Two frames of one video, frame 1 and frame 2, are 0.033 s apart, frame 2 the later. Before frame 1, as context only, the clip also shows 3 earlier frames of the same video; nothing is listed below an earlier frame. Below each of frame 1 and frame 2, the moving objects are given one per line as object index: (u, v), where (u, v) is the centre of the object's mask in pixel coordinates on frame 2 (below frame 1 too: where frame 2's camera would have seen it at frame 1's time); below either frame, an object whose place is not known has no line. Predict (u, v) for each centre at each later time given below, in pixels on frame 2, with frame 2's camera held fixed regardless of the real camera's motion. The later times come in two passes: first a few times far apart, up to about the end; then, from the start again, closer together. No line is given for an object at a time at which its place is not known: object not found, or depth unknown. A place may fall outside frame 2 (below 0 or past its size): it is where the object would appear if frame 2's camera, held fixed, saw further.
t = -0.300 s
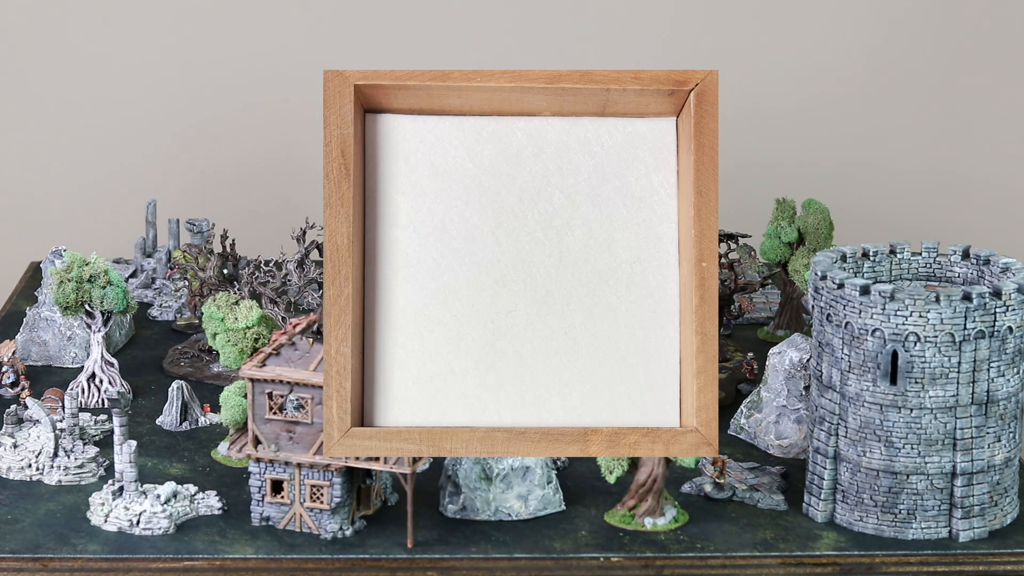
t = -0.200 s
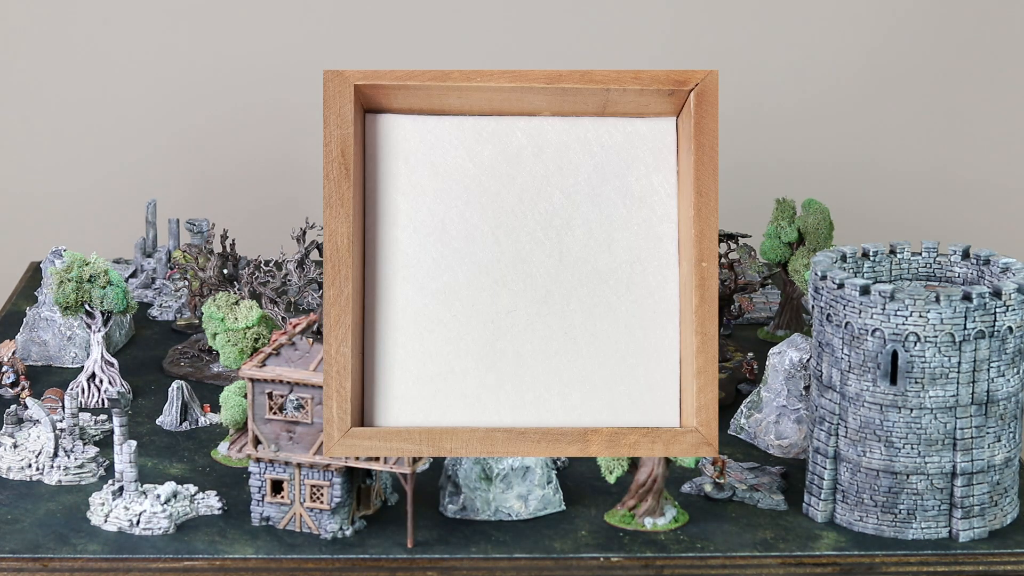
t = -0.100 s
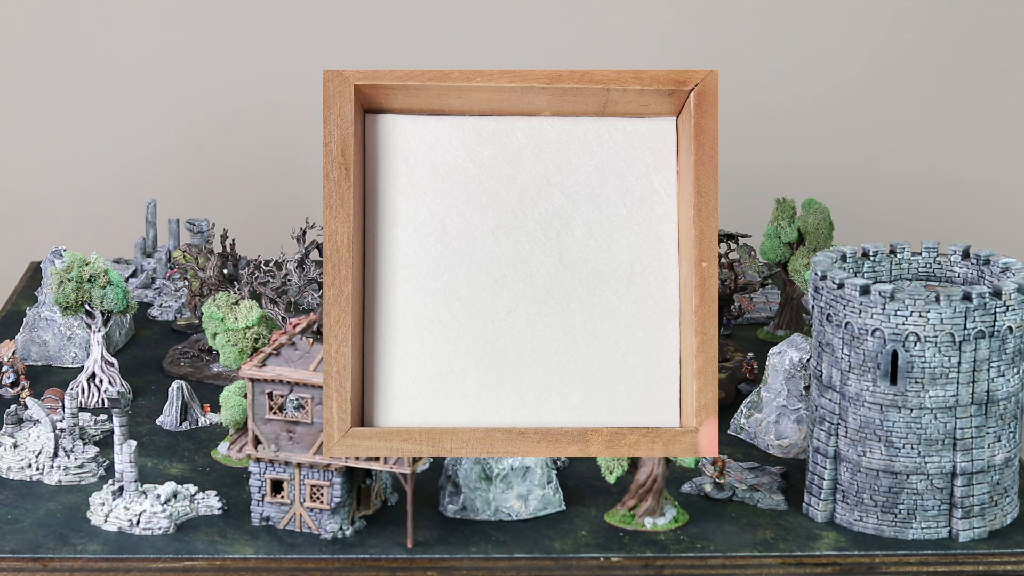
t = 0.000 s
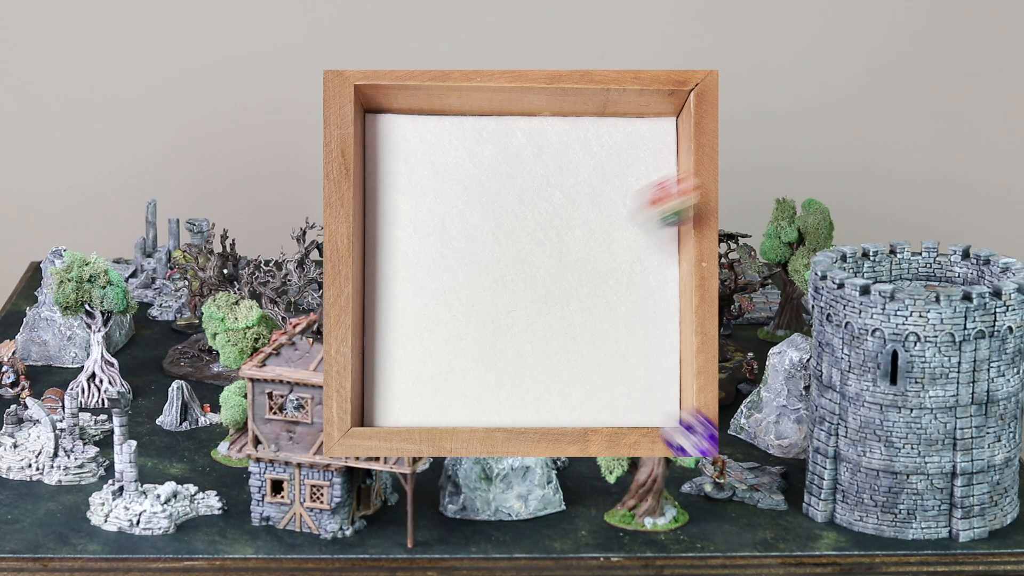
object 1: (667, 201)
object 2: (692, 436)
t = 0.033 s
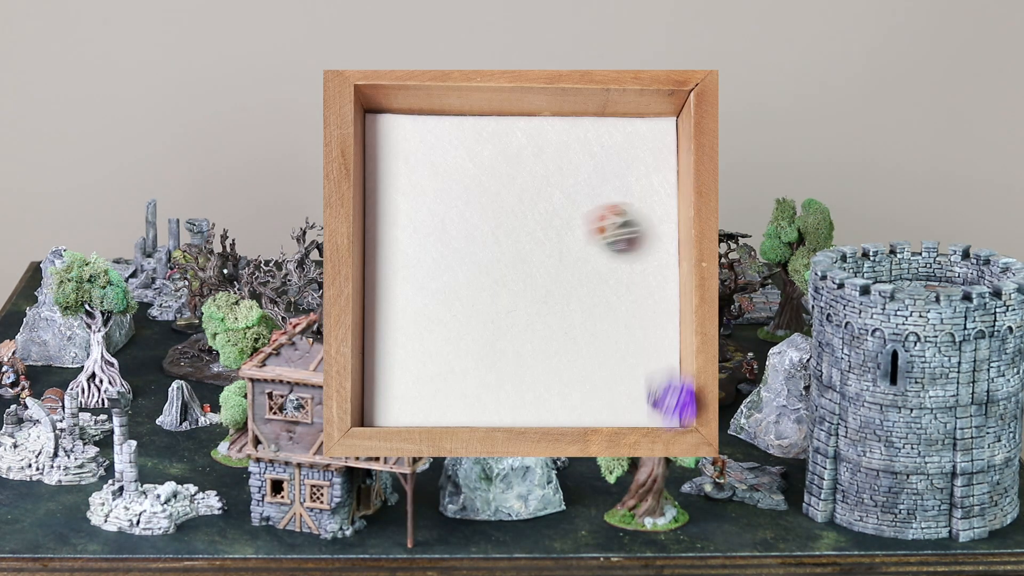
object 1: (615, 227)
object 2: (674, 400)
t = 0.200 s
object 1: (386, 280)
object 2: (665, 188)
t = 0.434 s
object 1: (433, 336)
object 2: (620, 200)
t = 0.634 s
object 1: (474, 322)
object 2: (605, 264)
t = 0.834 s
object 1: (474, 321)
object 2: (600, 267)
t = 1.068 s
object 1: (474, 321)
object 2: (600, 267)
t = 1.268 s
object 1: (474, 321)
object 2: (600, 267)
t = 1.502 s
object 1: (474, 321)
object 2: (600, 267)
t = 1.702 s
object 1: (474, 321)
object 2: (600, 267)
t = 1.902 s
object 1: (474, 321)
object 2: (600, 267)
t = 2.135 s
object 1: (474, 321)
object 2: (601, 267)
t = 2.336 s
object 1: (474, 321)
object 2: (600, 267)
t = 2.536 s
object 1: (474, 321)
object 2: (600, 267)
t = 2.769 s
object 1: (474, 321)
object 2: (600, 267)
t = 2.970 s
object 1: (474, 321)
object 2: (600, 267)
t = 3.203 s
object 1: (474, 321)
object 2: (600, 267)
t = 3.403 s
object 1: (474, 321)
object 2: (600, 267)
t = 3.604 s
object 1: (474, 321)
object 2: (600, 267)
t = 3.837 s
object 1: (474, 321)
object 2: (600, 267)
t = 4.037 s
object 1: (474, 321)
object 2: (600, 267)
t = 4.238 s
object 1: (474, 321)
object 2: (601, 267)
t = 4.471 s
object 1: (474, 321)
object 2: (600, 267)
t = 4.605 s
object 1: (474, 321)
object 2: (600, 267)
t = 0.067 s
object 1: (575, 232)
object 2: (662, 351)
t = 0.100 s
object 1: (527, 245)
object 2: (648, 315)
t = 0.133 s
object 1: (477, 263)
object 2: (659, 265)
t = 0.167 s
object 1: (436, 274)
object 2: (665, 222)
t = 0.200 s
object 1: (386, 280)
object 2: (665, 188)
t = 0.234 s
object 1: (367, 292)
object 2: (666, 156)
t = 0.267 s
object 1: (375, 301)
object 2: (659, 121)
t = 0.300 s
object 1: (389, 317)
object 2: (646, 135)
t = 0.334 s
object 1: (404, 331)
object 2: (642, 152)
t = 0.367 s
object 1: (412, 335)
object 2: (633, 170)
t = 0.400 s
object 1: (423, 338)
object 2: (627, 188)
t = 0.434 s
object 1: (433, 336)
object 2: (620, 200)
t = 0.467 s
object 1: (442, 331)
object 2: (612, 216)
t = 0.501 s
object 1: (453, 330)
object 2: (609, 230)
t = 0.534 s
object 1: (462, 328)
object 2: (607, 243)
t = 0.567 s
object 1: (468, 327)
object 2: (606, 253)
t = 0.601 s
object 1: (472, 324)
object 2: (606, 260)
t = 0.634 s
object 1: (474, 322)
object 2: (605, 264)
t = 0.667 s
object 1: (474, 321)
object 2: (601, 266)
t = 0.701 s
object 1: (474, 321)
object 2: (600, 266)
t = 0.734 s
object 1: (474, 321)
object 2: (600, 268)
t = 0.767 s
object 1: (474, 321)
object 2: (600, 267)
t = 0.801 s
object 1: (474, 321)
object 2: (600, 267)
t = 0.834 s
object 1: (474, 321)
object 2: (600, 267)
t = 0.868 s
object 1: (474, 321)
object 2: (601, 267)
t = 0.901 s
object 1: (474, 321)
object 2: (600, 267)
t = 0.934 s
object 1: (474, 321)
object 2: (600, 267)
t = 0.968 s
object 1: (474, 321)
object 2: (600, 267)
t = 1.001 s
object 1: (474, 321)
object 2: (600, 267)
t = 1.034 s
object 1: (474, 321)
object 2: (600, 267)
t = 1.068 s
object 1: (474, 321)
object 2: (600, 267)
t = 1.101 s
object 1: (474, 321)
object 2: (600, 267)
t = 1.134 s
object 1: (474, 321)
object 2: (600, 267)
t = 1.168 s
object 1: (474, 321)
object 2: (600, 267)
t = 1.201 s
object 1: (474, 321)
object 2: (600, 267)
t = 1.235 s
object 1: (474, 321)
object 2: (600, 267)
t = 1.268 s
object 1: (474, 321)
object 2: (600, 267)
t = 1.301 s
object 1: (474, 321)
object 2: (600, 267)
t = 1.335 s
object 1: (474, 321)
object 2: (600, 267)
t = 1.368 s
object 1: (474, 321)
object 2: (600, 267)
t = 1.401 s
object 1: (474, 321)
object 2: (600, 267)
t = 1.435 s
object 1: (474, 321)
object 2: (600, 267)
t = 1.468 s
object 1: (474, 321)
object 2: (600, 267)
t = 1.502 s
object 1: (474, 321)
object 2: (600, 267)
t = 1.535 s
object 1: (474, 321)
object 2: (600, 267)
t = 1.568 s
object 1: (474, 321)
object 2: (600, 267)
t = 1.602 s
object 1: (474, 321)
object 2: (600, 267)
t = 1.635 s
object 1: (474, 321)
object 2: (600, 267)
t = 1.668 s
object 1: (474, 321)
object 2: (600, 267)
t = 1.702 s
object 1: (474, 321)
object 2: (600, 267)
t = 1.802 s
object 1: (474, 321)
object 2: (600, 267)
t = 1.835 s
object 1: (474, 321)
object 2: (600, 267)
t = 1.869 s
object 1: (474, 321)
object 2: (600, 267)
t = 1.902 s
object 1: (474, 321)
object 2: (600, 267)
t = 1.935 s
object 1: (474, 321)
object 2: (600, 267)
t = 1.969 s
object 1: (474, 321)
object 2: (600, 267)
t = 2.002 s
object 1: (474, 321)
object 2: (600, 267)
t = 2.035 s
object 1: (474, 321)
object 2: (600, 267)
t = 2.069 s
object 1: (474, 321)
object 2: (600, 267)
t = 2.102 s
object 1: (474, 321)
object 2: (601, 267)
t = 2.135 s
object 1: (474, 321)
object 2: (601, 267)
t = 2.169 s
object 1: (474, 321)
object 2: (600, 267)
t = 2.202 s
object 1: (474, 321)
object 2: (600, 267)
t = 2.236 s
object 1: (474, 321)
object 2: (600, 267)
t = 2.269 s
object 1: (474, 321)
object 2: (600, 267)
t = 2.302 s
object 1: (474, 321)
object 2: (600, 267)
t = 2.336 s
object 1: (474, 321)
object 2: (600, 267)
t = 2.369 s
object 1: (474, 321)
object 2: (600, 267)
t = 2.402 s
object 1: (474, 321)
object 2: (600, 267)
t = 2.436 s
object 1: (474, 321)
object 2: (600, 267)
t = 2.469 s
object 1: (474, 321)
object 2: (600, 267)
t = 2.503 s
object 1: (474, 321)
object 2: (600, 267)
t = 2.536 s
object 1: (474, 321)
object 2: (600, 267)
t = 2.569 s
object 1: (474, 321)
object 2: (600, 267)
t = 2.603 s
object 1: (474, 321)
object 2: (600, 267)
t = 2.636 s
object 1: (474, 321)
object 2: (600, 267)
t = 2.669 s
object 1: (474, 321)
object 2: (600, 267)
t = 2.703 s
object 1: (474, 321)
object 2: (600, 267)
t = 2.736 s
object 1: (474, 321)
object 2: (600, 267)
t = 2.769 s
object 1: (474, 321)
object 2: (600, 267)
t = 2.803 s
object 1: (474, 321)
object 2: (600, 267)
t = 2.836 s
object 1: (474, 321)
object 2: (600, 267)
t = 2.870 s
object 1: (474, 321)
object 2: (600, 267)
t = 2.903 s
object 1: (474, 321)
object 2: (600, 267)
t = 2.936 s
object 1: (474, 321)
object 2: (601, 267)
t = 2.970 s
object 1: (474, 321)
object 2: (600, 267)
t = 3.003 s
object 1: (474, 321)
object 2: (600, 267)
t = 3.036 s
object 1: (474, 321)
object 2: (600, 267)
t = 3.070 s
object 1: (474, 321)
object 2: (601, 267)
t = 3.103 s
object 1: (474, 321)
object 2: (601, 267)
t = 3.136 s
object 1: (474, 321)
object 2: (600, 267)
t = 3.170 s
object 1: (474, 321)
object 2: (600, 267)
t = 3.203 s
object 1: (474, 321)
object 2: (600, 267)
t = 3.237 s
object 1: (474, 321)
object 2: (600, 267)
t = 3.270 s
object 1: (474, 321)
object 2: (600, 267)
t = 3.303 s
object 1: (474, 321)
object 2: (600, 267)
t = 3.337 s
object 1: (474, 321)
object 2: (601, 267)
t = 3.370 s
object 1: (474, 321)
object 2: (601, 267)
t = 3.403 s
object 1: (474, 321)
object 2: (600, 267)
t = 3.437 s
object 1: (474, 321)
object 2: (601, 267)
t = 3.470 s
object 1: (474, 321)
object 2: (600, 267)
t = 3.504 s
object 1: (474, 321)
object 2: (601, 267)
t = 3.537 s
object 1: (474, 321)
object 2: (600, 267)
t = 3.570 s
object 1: (474, 321)
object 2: (600, 267)
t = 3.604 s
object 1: (474, 321)
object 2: (600, 267)
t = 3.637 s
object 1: (474, 321)
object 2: (600, 267)
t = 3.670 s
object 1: (474, 321)
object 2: (600, 267)
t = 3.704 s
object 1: (474, 321)
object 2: (600, 267)
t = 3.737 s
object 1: (474, 321)
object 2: (600, 267)
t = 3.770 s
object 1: (474, 321)
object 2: (600, 267)
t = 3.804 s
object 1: (474, 321)
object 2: (600, 267)
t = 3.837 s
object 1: (474, 321)
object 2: (600, 267)
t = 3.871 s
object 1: (474, 321)
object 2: (601, 267)
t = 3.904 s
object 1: (474, 321)
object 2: (600, 267)
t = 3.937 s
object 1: (474, 321)
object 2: (600, 267)
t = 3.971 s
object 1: (474, 321)
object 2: (600, 267)
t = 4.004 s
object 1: (474, 321)
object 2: (600, 267)
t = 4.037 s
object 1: (474, 321)
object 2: (600, 267)
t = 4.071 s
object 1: (474, 321)
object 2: (600, 267)
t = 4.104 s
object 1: (474, 321)
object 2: (600, 267)
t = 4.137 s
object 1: (474, 321)
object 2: (600, 267)
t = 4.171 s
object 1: (474, 321)
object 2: (600, 267)
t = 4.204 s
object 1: (474, 321)
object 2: (601, 267)
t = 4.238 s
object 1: (474, 321)
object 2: (601, 267)
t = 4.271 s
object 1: (474, 321)
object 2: (600, 267)
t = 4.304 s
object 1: (474, 321)
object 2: (600, 267)
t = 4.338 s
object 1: (474, 321)
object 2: (600, 267)
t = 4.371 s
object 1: (474, 321)
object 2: (600, 267)
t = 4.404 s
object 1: (474, 321)
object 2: (600, 267)
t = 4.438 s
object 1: (474, 321)
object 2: (600, 267)
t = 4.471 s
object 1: (474, 321)
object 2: (600, 267)
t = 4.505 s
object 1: (474, 321)
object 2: (600, 267)
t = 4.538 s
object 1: (474, 321)
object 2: (600, 267)
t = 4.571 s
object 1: (474, 321)
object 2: (600, 267)
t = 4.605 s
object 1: (474, 321)
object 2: (600, 267)
